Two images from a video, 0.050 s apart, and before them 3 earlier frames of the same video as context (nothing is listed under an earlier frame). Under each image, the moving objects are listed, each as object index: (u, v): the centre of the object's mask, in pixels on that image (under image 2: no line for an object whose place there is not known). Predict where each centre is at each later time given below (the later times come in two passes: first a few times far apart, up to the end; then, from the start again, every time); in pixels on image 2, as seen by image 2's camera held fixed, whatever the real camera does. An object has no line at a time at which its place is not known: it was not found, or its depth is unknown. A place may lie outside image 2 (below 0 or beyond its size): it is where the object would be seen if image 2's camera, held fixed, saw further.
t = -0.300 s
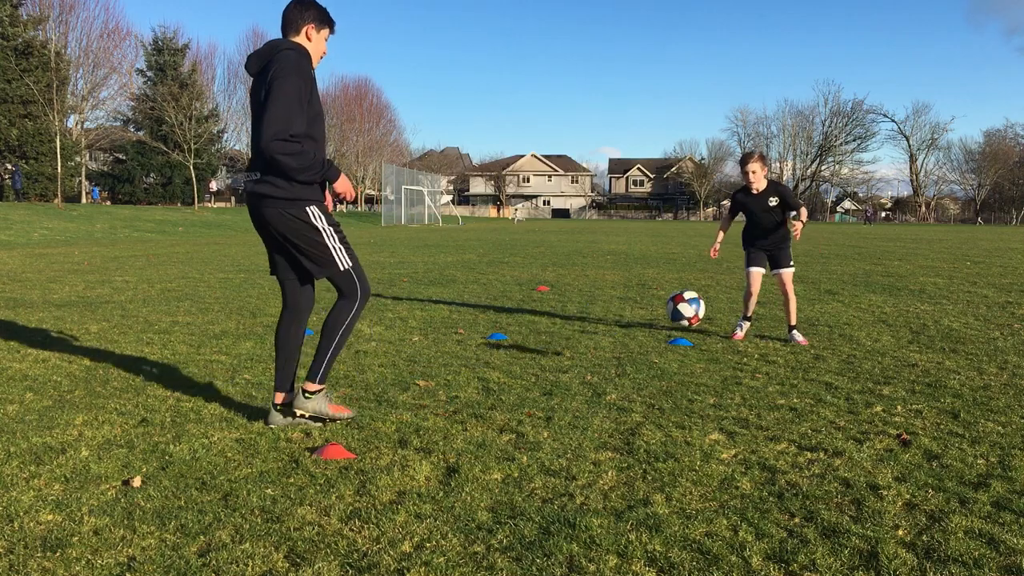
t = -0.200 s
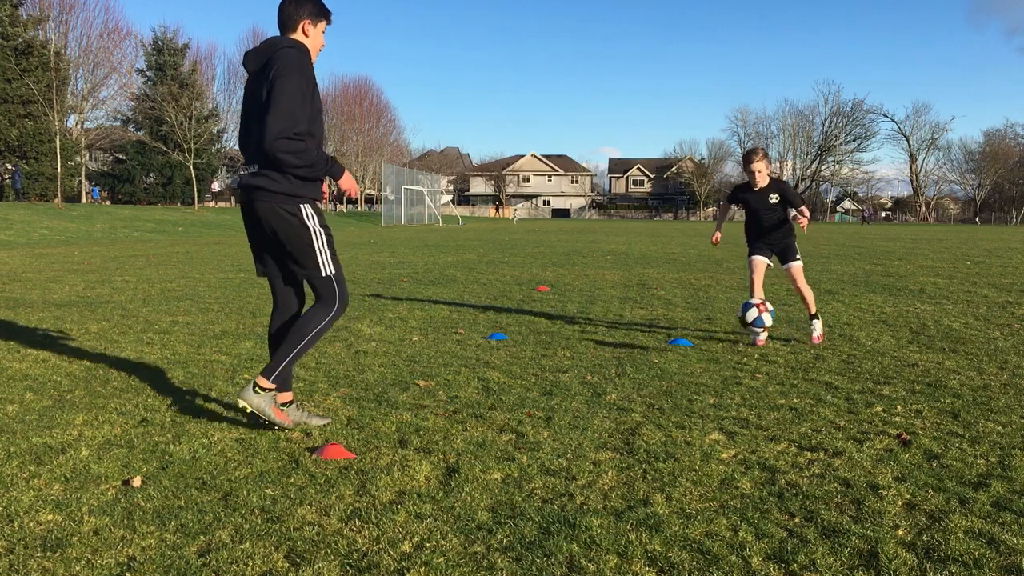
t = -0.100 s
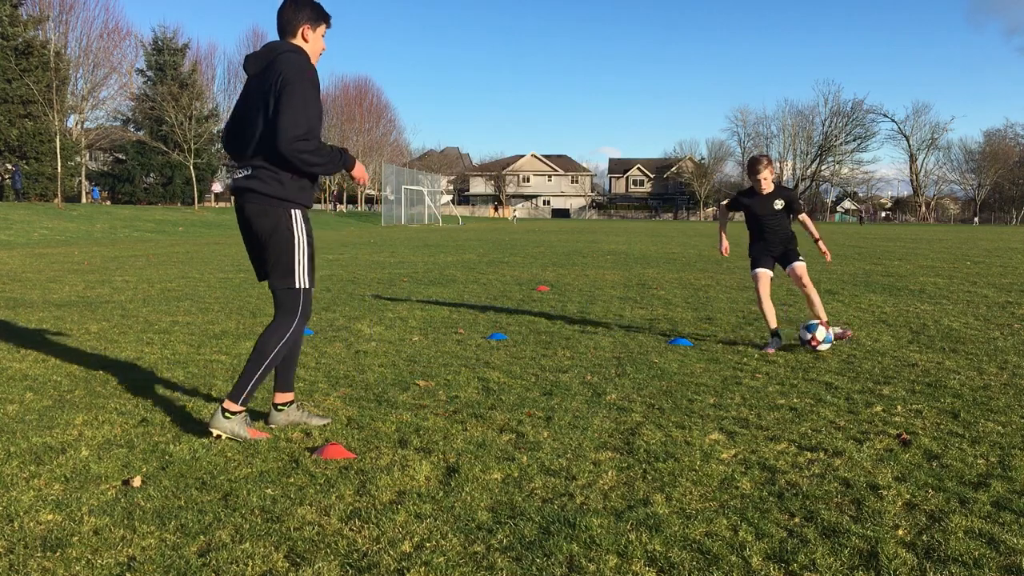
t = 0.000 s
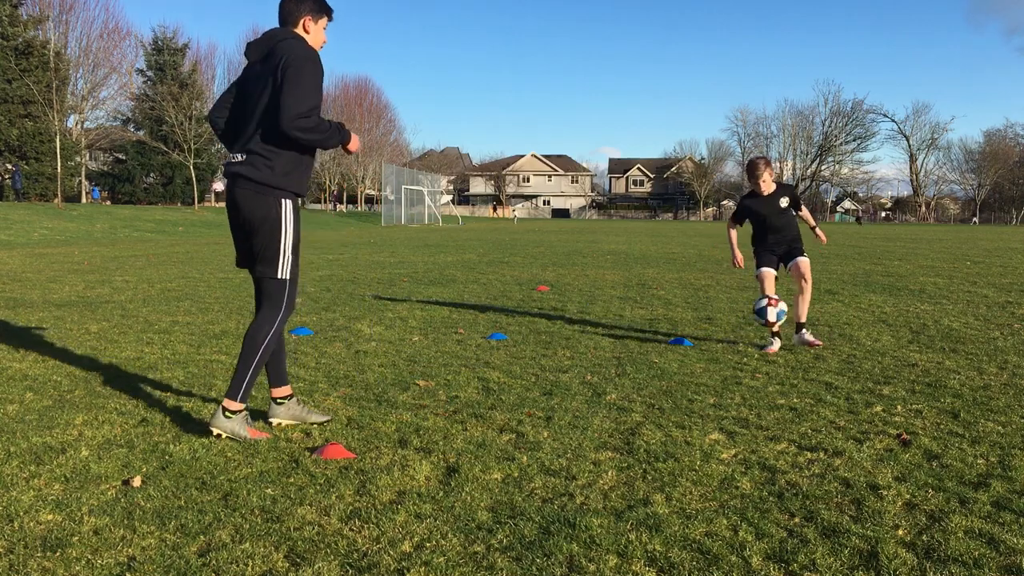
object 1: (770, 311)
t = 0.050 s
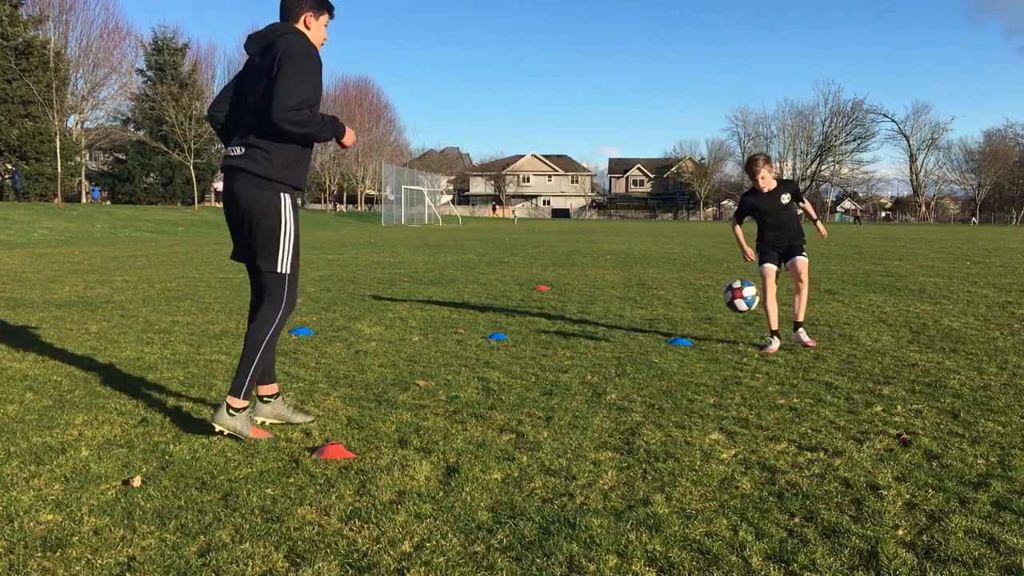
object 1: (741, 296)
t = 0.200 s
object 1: (650, 272)
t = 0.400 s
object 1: (513, 300)
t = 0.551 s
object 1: (401, 364)
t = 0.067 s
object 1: (732, 291)
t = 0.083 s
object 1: (722, 287)
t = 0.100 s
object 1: (711, 284)
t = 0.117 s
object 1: (701, 281)
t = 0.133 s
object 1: (691, 279)
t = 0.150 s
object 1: (681, 277)
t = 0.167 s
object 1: (671, 275)
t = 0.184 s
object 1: (660, 273)
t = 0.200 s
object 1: (650, 272)
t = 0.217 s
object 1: (638, 272)
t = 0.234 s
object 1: (627, 273)
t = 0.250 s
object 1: (616, 273)
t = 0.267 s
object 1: (606, 274)
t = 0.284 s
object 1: (594, 276)
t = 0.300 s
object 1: (583, 277)
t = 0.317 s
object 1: (571, 280)
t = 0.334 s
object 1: (560, 282)
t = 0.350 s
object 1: (548, 286)
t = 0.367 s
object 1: (536, 290)
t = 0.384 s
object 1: (525, 295)
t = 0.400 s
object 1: (513, 300)
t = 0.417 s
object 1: (501, 306)
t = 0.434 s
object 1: (489, 312)
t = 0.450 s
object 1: (476, 319)
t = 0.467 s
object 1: (464, 326)
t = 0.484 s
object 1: (451, 334)
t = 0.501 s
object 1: (439, 342)
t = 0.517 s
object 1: (427, 351)
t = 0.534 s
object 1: (414, 360)
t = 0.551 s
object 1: (401, 364)
